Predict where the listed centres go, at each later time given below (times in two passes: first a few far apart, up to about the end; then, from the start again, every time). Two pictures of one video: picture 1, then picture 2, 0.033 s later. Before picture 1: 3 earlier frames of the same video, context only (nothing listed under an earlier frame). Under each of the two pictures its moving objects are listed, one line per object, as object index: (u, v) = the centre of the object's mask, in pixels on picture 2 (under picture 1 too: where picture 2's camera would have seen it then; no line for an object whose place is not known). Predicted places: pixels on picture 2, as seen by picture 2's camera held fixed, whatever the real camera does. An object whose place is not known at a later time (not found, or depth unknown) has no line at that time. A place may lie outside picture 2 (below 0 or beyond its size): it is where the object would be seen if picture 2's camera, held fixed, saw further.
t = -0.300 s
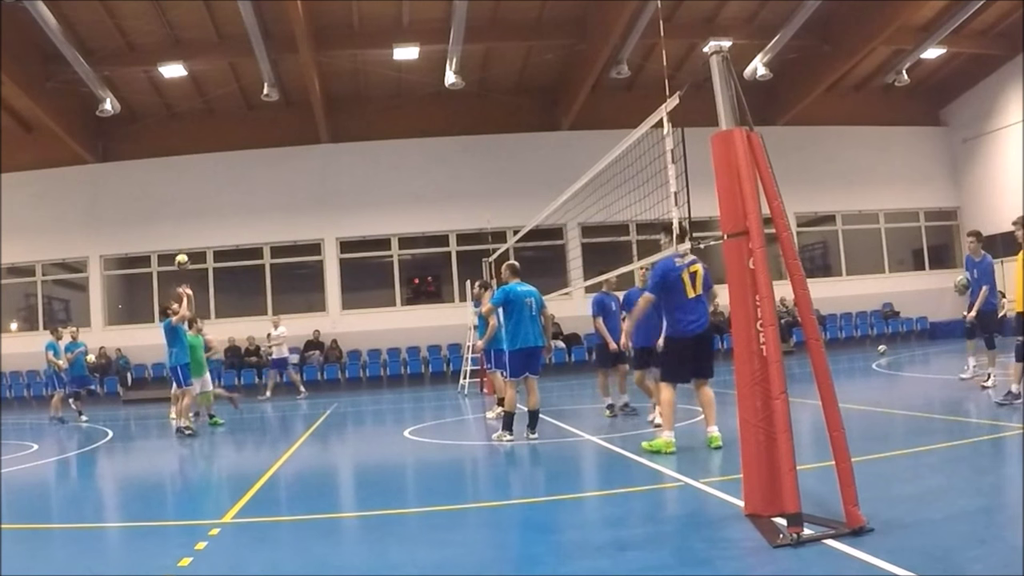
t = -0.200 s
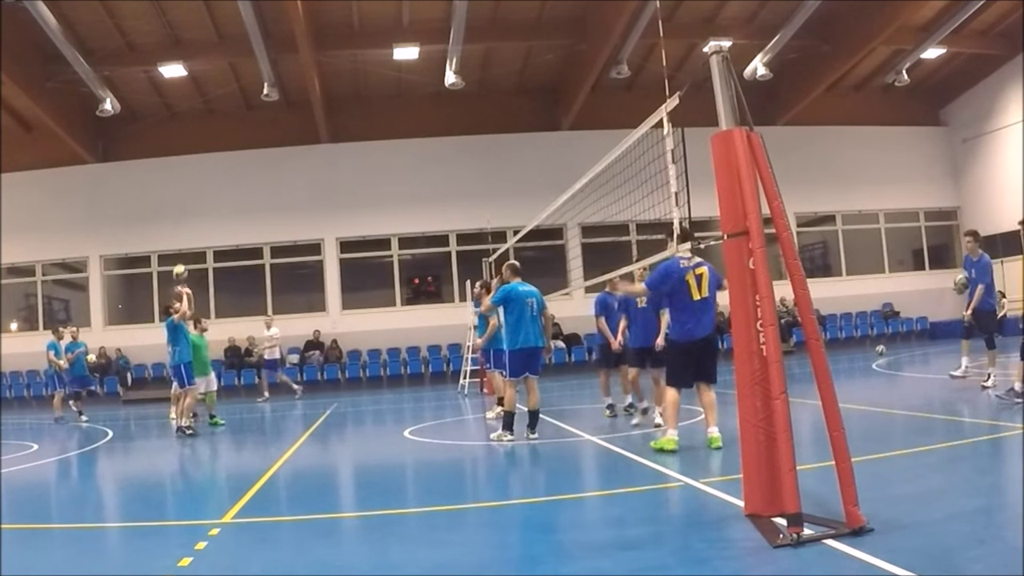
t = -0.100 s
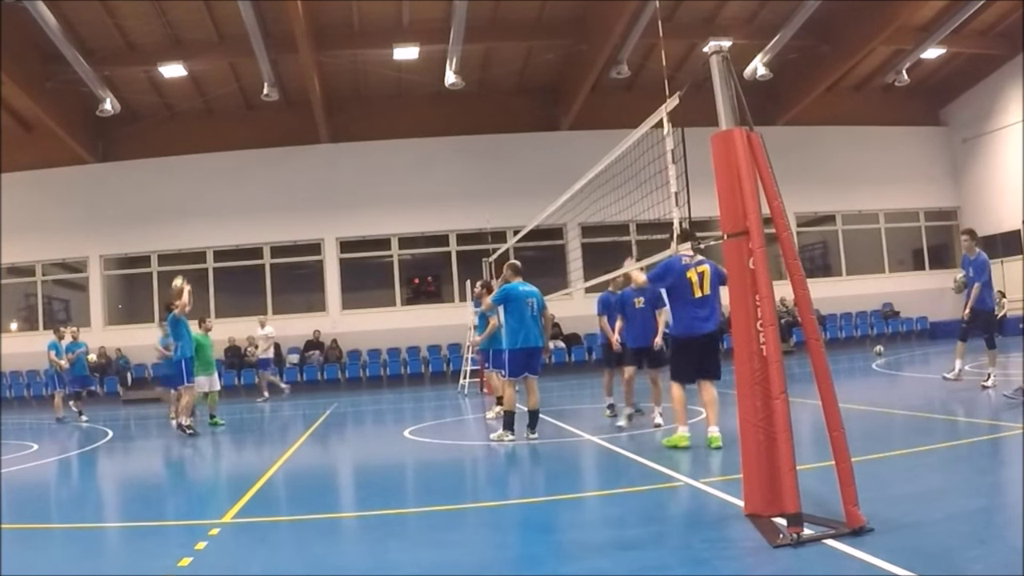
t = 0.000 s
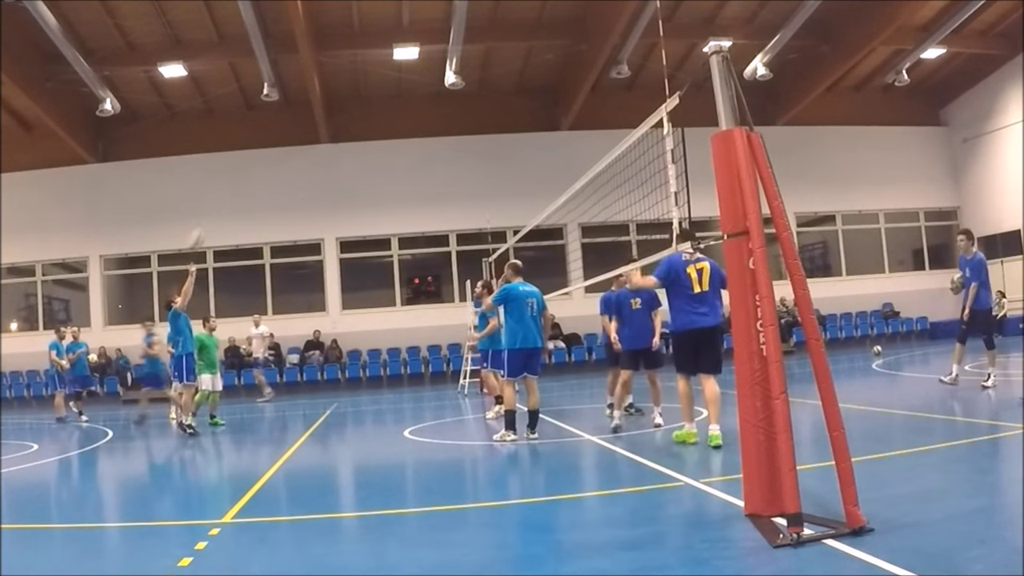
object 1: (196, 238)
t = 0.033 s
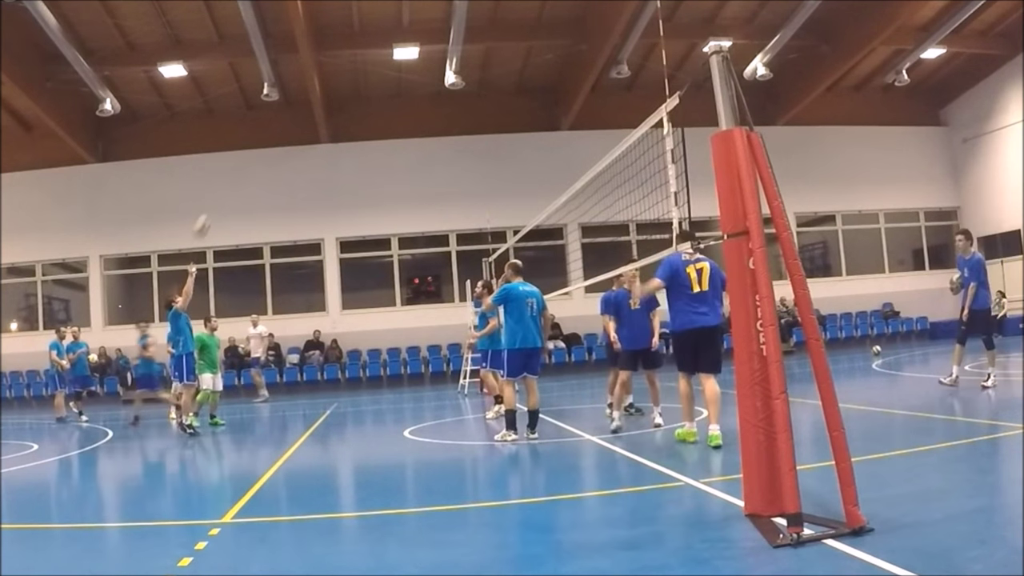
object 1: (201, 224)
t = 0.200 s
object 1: (236, 162)
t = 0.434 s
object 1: (284, 114)
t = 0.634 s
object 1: (326, 100)
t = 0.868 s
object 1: (375, 119)
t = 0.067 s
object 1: (209, 210)
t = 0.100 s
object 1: (216, 196)
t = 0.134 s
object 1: (222, 184)
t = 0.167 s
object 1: (230, 172)
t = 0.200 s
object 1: (236, 162)
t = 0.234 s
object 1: (244, 152)
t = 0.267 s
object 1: (251, 143)
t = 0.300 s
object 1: (258, 137)
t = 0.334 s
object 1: (264, 130)
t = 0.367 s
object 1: (271, 124)
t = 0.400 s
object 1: (278, 118)
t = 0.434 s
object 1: (284, 114)
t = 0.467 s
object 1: (291, 109)
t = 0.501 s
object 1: (298, 106)
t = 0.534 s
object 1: (305, 103)
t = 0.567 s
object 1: (312, 102)
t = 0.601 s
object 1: (319, 100)
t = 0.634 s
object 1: (326, 100)
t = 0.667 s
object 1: (333, 101)
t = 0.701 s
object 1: (339, 102)
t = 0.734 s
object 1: (347, 104)
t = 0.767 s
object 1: (354, 107)
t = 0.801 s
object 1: (361, 110)
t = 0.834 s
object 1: (368, 114)
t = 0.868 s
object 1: (375, 119)
